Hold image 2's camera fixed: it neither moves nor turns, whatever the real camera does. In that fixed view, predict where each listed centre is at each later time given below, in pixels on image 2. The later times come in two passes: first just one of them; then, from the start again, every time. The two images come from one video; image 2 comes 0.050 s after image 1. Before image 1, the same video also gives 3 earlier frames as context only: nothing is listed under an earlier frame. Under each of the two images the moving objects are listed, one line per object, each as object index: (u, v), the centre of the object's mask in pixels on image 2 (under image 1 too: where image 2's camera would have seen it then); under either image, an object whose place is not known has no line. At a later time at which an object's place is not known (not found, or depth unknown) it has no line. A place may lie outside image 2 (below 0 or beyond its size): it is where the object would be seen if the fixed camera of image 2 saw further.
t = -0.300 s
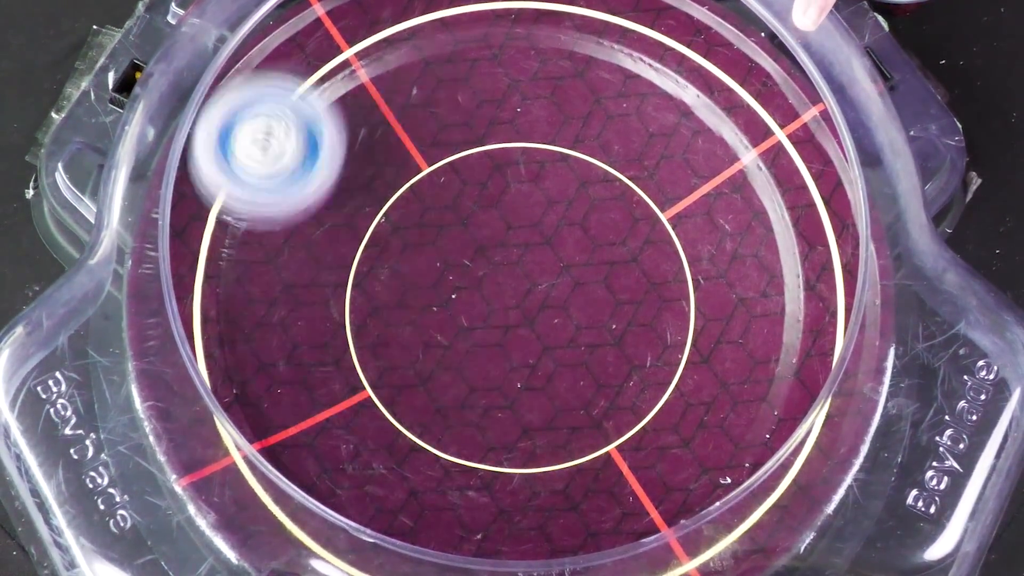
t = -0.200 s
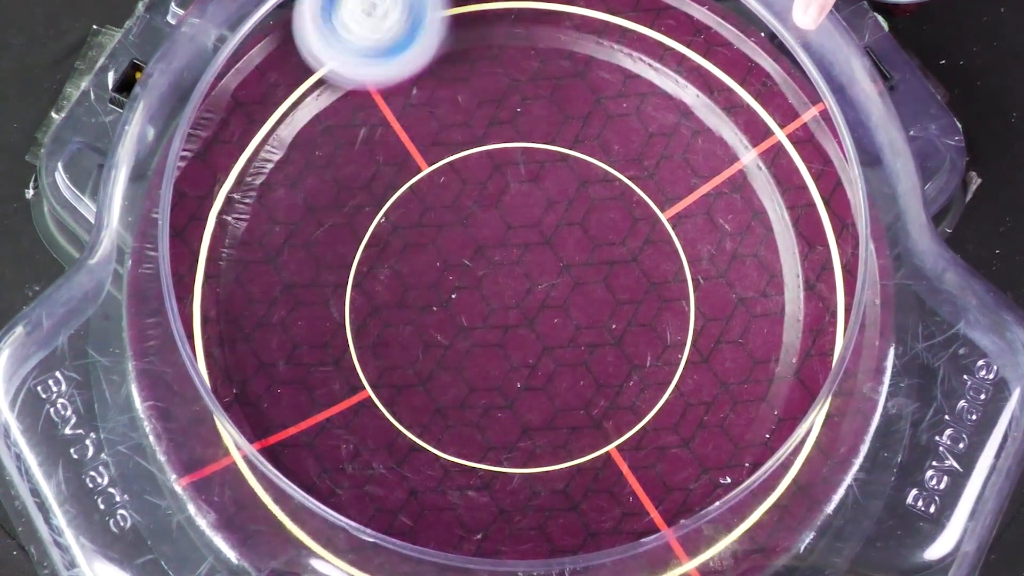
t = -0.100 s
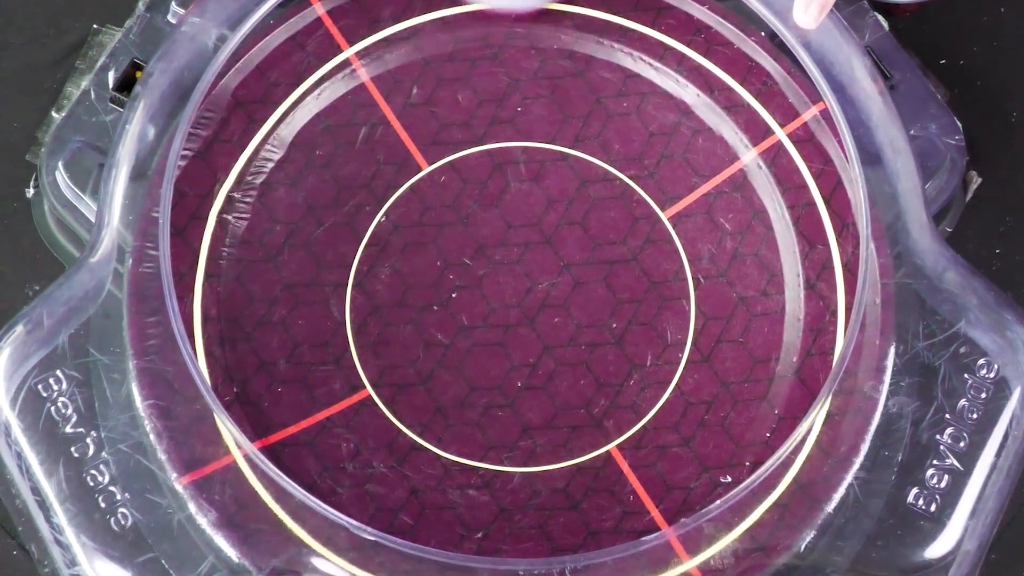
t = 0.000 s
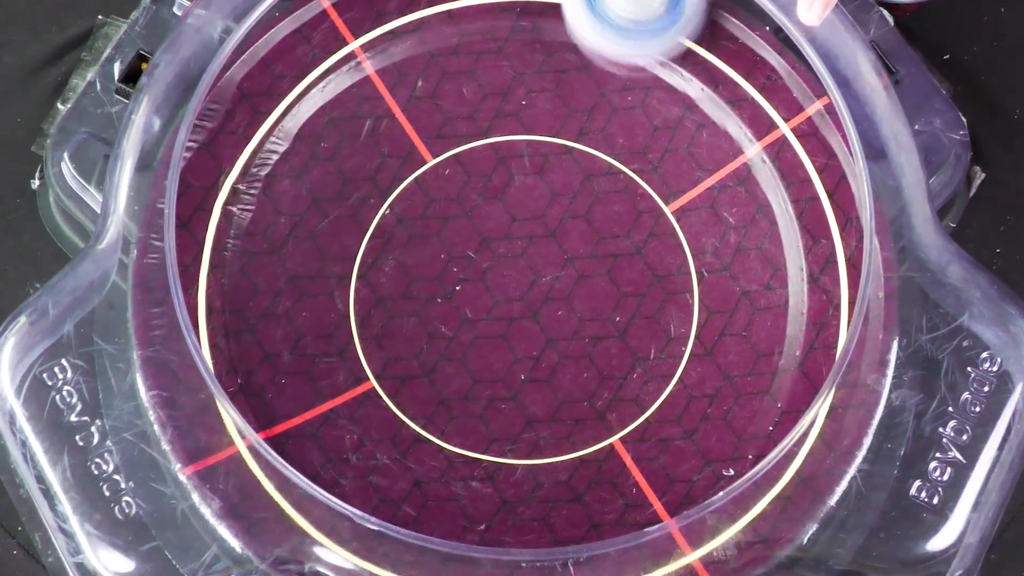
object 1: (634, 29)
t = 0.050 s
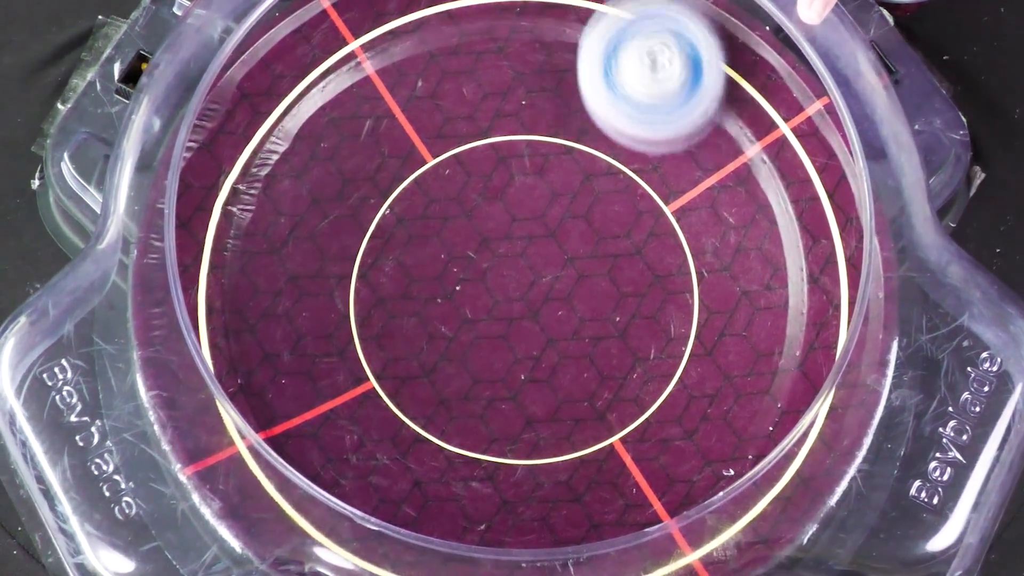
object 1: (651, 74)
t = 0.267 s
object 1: (549, 407)
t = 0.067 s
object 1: (656, 100)
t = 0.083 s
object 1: (660, 127)
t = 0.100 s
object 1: (662, 156)
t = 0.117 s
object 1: (662, 186)
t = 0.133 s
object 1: (661, 215)
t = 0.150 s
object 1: (654, 244)
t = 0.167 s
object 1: (645, 274)
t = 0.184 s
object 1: (634, 301)
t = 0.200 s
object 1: (620, 327)
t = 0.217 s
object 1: (605, 351)
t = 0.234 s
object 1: (588, 371)
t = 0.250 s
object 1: (570, 391)
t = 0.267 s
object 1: (549, 407)
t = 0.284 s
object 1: (528, 420)
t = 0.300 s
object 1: (506, 431)
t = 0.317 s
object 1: (484, 439)
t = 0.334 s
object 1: (460, 444)
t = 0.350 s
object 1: (436, 445)
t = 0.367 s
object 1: (412, 445)
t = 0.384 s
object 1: (389, 441)
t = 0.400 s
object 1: (366, 435)
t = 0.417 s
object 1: (343, 427)
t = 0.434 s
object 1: (323, 416)
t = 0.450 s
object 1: (302, 403)
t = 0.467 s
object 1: (283, 389)
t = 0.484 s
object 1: (265, 372)
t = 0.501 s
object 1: (249, 355)
